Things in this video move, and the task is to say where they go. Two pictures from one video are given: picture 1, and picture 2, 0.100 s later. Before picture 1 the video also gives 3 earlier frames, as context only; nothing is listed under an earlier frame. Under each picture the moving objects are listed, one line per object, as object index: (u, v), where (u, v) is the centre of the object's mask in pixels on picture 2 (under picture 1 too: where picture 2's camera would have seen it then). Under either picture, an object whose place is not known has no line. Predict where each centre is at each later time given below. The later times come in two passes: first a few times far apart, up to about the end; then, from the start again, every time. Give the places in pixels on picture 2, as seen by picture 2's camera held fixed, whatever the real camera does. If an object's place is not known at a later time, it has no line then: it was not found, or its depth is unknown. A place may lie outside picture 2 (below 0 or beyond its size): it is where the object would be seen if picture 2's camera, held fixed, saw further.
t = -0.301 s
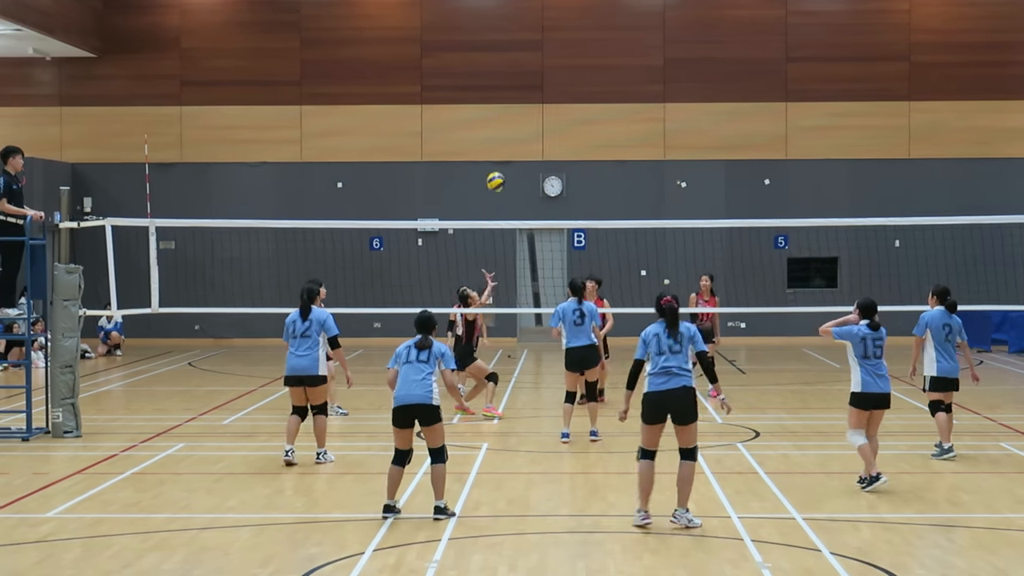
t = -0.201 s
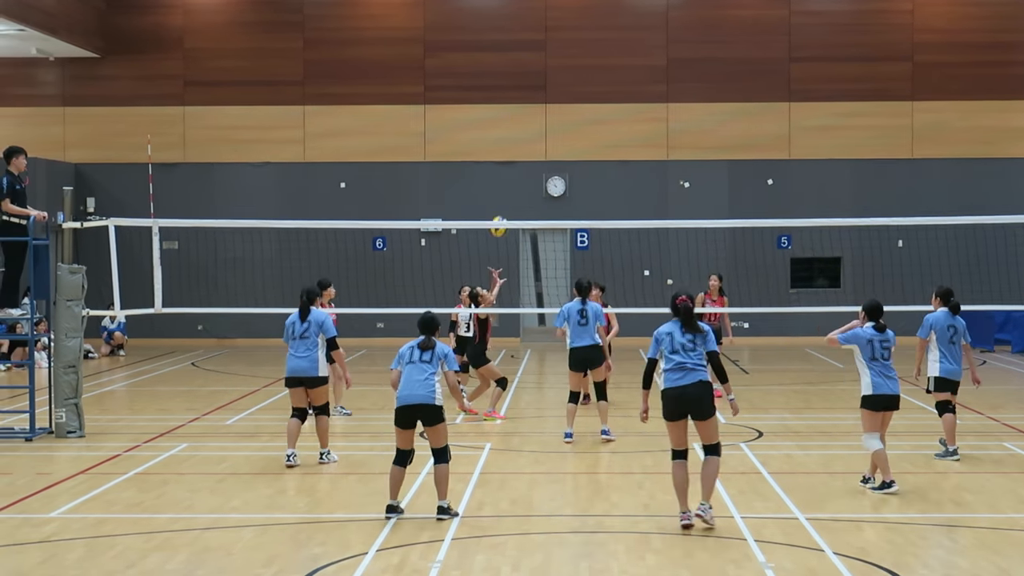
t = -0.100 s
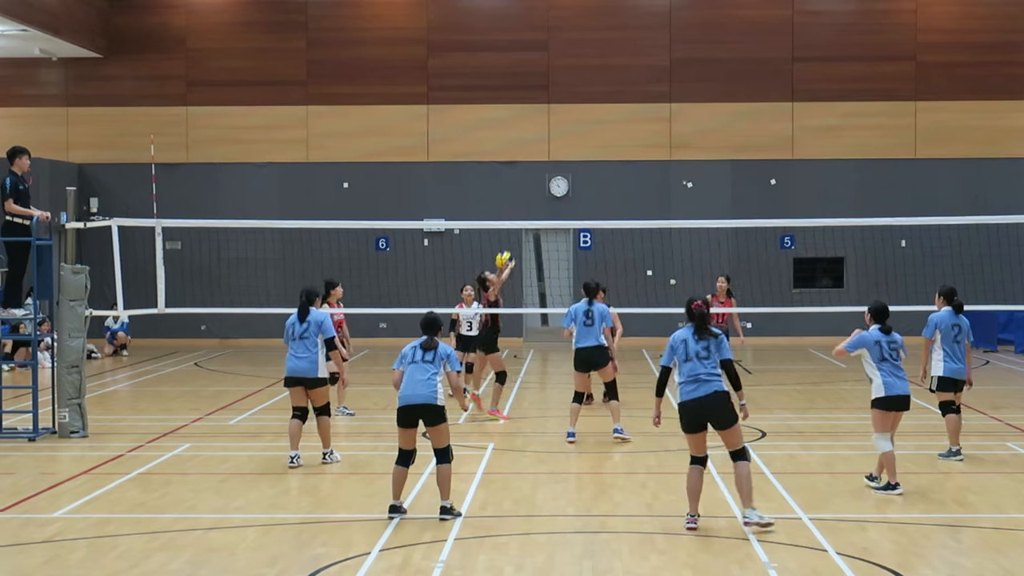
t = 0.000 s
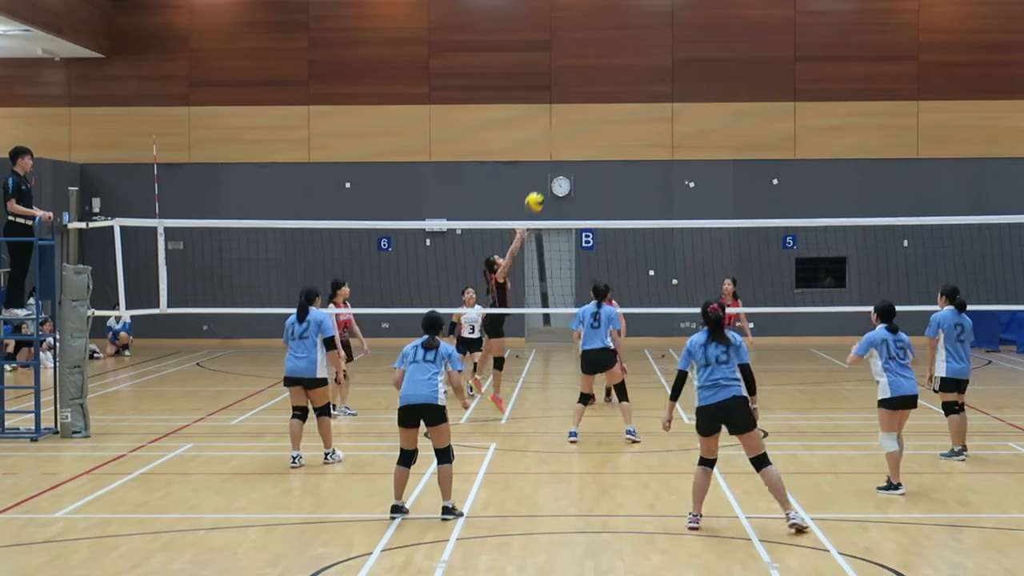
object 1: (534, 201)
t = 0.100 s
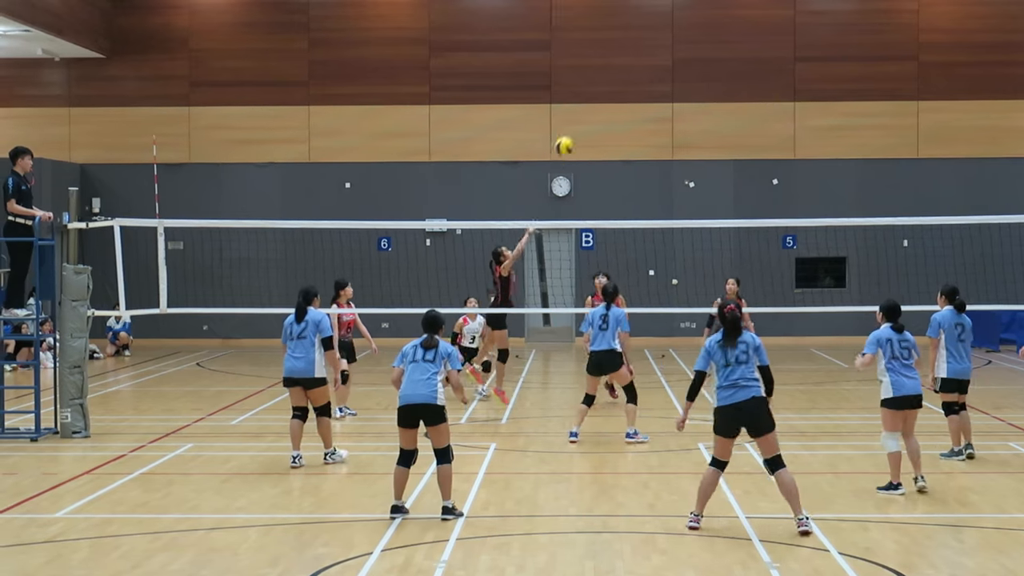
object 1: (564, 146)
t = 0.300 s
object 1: (623, 64)
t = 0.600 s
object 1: (709, 8)
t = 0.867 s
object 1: (786, 24)
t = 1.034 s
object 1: (832, 66)
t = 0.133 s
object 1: (574, 130)
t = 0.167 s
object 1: (584, 115)
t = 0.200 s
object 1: (593, 101)
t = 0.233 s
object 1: (603, 88)
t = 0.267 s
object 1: (613, 75)
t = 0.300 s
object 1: (623, 64)
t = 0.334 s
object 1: (633, 54)
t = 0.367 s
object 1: (642, 45)
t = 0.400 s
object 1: (652, 36)
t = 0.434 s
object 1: (662, 29)
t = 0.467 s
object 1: (671, 23)
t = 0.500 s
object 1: (681, 17)
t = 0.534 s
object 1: (691, 13)
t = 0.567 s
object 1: (700, 10)
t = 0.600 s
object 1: (709, 8)
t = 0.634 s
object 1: (719, 7)
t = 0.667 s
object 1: (729, 7)
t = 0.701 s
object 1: (739, 7)
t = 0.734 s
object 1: (748, 8)
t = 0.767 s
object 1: (758, 10)
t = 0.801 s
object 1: (767, 14)
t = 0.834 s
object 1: (777, 19)
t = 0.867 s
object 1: (786, 24)
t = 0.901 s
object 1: (795, 30)
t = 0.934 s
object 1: (804, 38)
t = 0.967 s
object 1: (814, 46)
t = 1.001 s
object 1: (823, 56)
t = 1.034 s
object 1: (832, 66)
